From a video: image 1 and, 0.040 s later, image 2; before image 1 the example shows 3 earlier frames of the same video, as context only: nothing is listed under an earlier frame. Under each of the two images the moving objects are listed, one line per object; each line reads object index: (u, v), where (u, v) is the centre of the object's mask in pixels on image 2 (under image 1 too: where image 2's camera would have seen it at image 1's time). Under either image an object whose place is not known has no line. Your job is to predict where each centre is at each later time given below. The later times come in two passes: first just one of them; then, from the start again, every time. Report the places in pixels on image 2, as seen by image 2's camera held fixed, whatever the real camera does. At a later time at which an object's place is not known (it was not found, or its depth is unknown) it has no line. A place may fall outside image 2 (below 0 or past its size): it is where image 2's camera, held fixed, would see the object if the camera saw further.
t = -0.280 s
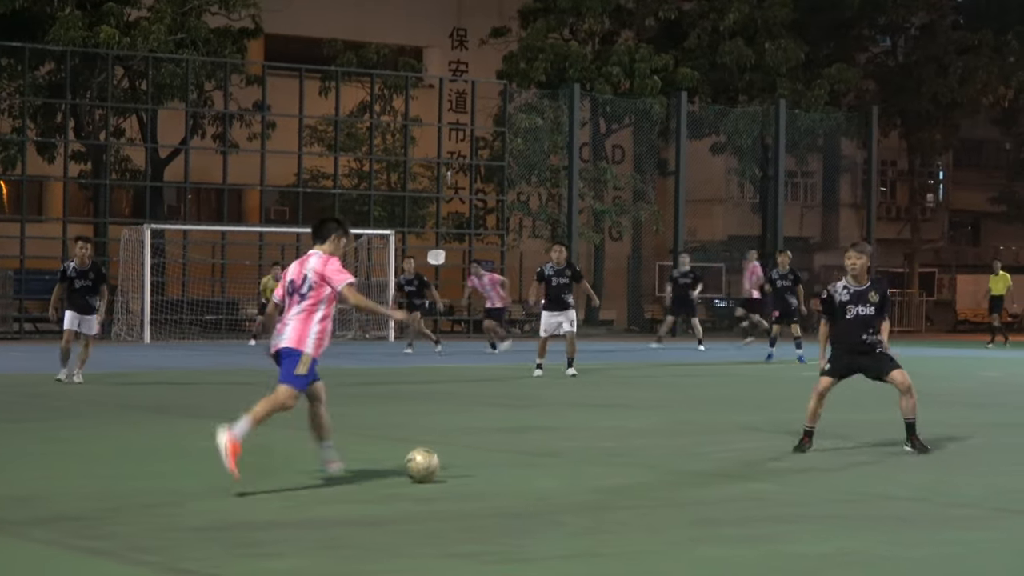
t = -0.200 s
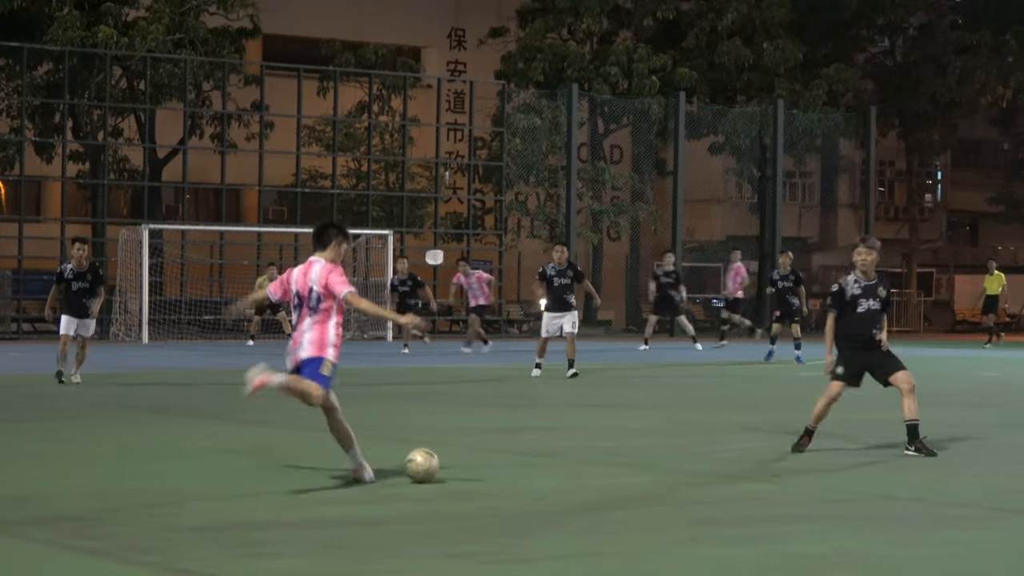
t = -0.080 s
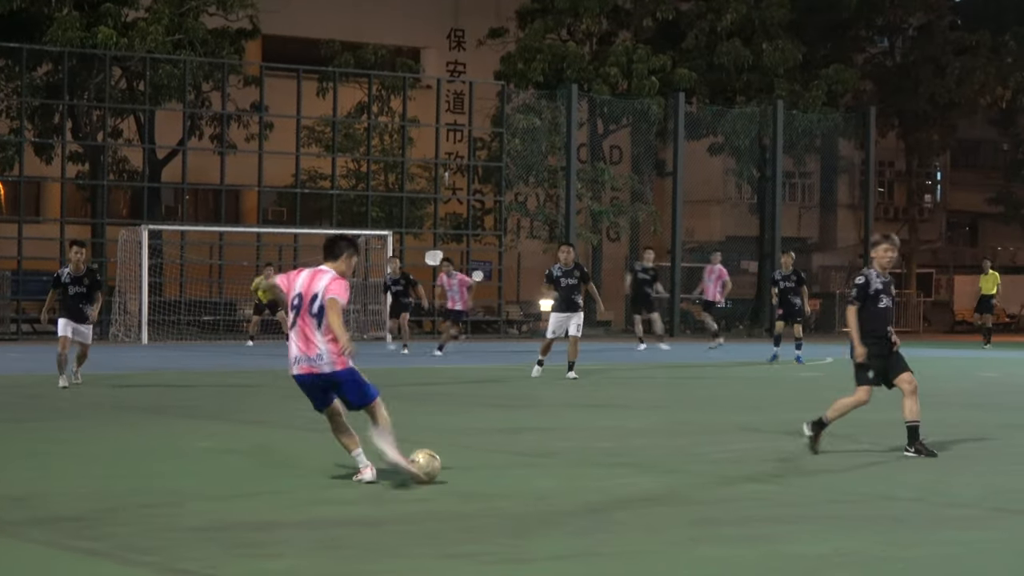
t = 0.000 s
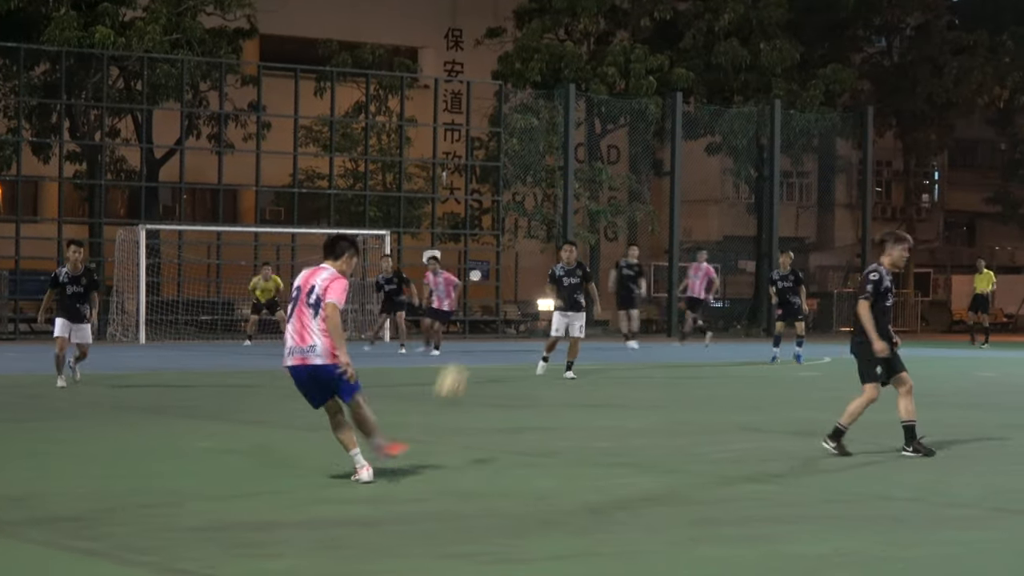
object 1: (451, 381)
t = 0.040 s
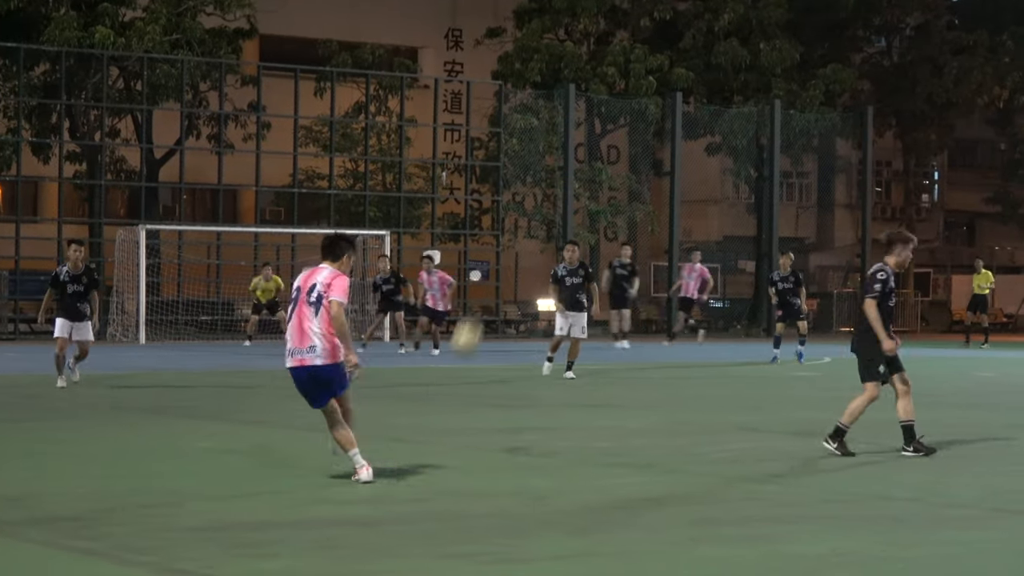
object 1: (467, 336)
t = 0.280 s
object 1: (527, 152)
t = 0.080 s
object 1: (480, 298)
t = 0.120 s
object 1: (492, 260)
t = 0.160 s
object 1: (502, 228)
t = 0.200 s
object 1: (511, 200)
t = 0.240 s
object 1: (519, 177)
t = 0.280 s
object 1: (527, 152)
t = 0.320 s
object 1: (533, 133)
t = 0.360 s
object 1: (538, 116)
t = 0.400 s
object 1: (543, 100)
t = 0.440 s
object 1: (547, 87)
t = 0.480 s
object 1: (551, 75)
